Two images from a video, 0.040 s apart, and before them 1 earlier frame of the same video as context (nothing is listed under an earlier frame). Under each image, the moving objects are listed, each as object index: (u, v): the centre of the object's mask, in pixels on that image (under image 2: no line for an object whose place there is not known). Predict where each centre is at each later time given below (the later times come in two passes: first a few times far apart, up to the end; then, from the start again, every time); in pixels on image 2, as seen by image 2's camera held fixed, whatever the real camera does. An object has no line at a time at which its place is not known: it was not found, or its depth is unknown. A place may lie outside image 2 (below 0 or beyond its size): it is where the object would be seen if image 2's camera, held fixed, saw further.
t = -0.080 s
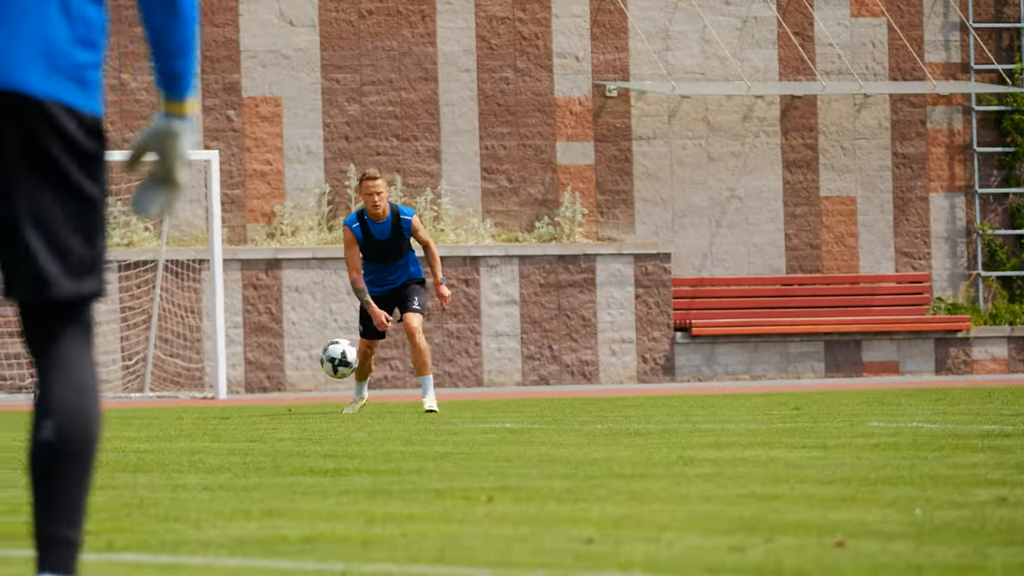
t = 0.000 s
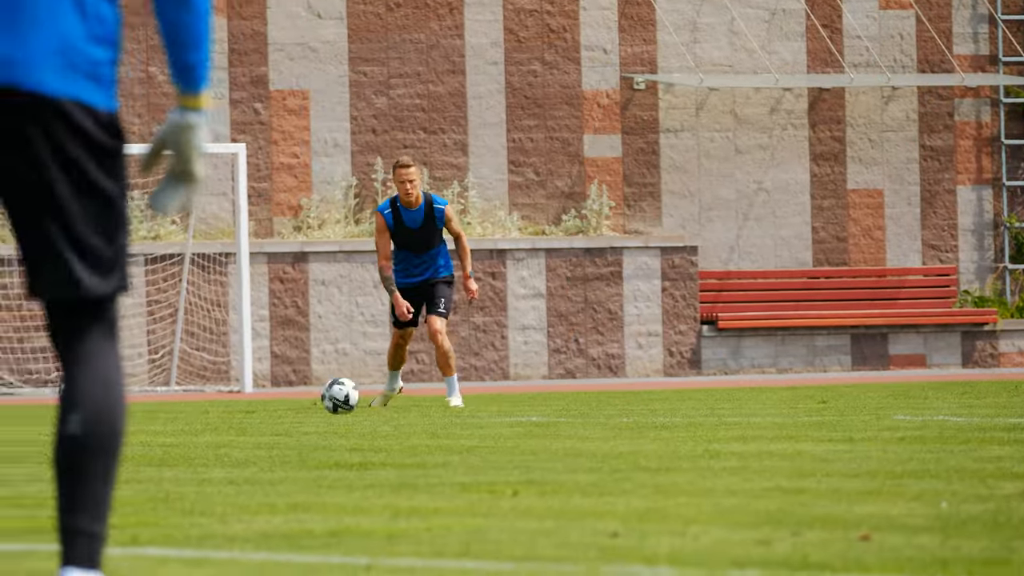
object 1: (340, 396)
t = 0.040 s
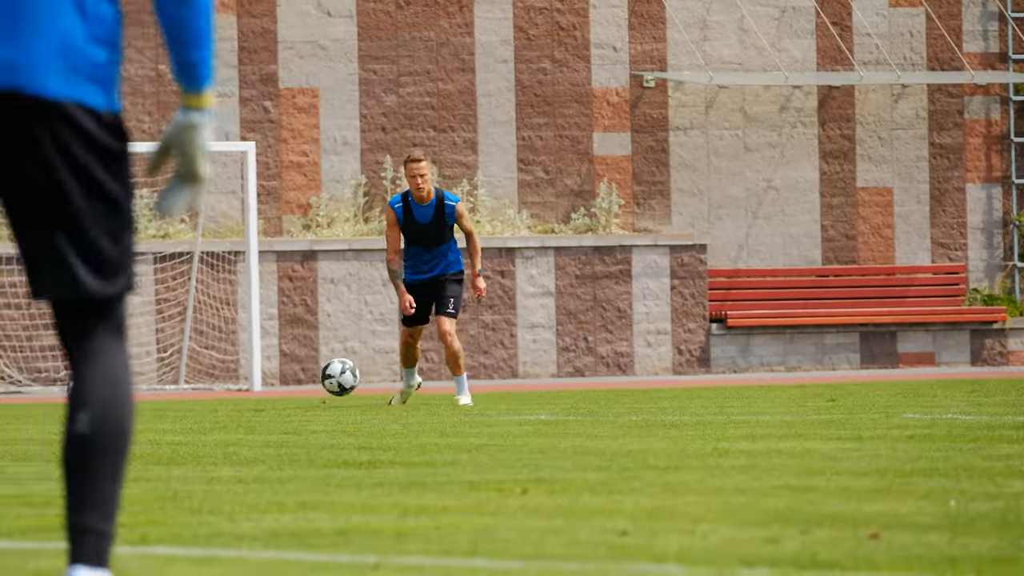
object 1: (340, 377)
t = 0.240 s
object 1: (293, 328)
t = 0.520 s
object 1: (228, 375)
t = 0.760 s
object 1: (169, 389)
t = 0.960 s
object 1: (119, 403)
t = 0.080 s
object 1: (330, 362)
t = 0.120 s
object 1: (321, 349)
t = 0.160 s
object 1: (311, 340)
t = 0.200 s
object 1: (302, 332)
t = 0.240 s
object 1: (293, 328)
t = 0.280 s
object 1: (283, 326)
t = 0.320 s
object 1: (274, 328)
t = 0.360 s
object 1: (265, 331)
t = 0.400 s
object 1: (256, 338)
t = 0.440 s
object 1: (247, 348)
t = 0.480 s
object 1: (237, 360)
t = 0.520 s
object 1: (228, 375)
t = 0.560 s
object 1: (220, 393)
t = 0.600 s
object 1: (210, 403)
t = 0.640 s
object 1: (200, 397)
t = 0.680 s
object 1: (189, 391)
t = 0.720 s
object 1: (179, 389)
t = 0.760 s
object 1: (169, 389)
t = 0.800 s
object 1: (159, 392)
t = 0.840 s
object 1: (149, 398)
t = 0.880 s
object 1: (138, 404)
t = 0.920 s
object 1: (128, 403)
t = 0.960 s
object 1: (119, 403)
